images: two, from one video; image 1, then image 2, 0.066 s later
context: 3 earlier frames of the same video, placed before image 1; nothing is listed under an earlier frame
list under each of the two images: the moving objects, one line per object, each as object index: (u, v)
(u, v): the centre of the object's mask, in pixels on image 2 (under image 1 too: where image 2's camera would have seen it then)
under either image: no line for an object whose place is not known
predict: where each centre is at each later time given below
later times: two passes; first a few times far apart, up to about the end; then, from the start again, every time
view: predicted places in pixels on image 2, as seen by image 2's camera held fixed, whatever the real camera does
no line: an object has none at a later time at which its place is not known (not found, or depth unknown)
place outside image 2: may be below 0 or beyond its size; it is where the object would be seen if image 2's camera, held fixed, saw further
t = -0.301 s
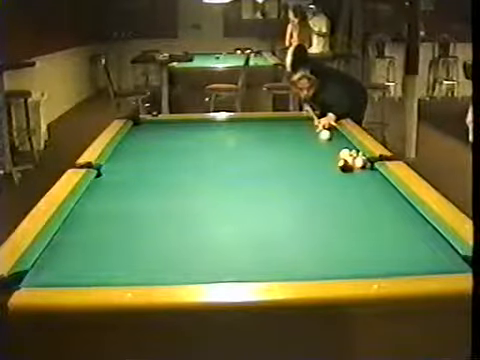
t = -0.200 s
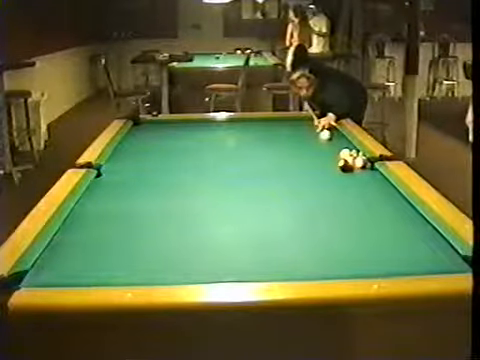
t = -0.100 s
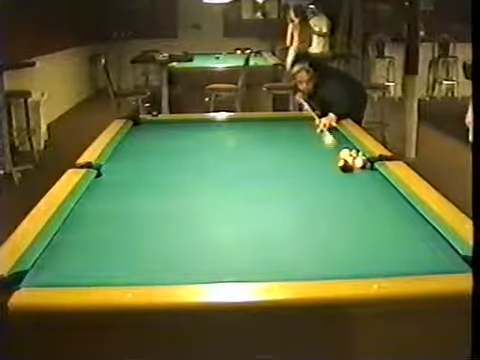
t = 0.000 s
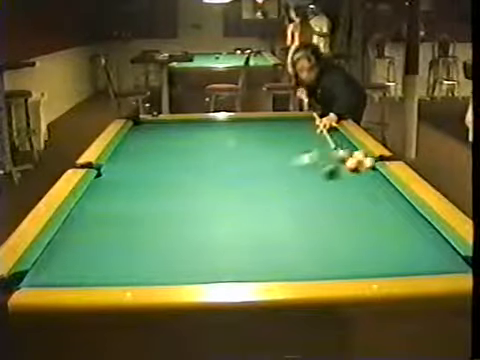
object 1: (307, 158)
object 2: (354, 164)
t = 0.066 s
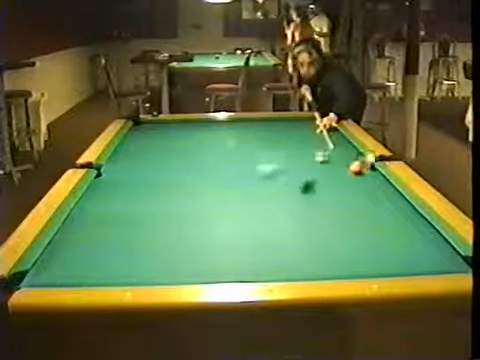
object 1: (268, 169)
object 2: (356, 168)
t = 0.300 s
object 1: (119, 210)
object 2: (370, 177)
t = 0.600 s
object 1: (143, 270)
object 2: (388, 191)
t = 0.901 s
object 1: (277, 240)
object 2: (402, 206)
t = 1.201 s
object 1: (372, 208)
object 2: (413, 222)
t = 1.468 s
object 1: (352, 188)
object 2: (425, 238)
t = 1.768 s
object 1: (290, 171)
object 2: (438, 257)
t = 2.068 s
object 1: (238, 157)
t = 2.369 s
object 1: (221, 142)
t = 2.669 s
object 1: (209, 130)
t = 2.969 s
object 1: (199, 121)
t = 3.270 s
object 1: (184, 125)
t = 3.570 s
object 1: (166, 131)
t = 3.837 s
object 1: (151, 136)
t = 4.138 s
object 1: (131, 143)
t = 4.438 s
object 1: (122, 149)
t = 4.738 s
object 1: (126, 155)
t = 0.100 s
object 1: (252, 171)
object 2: (358, 169)
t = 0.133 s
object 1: (232, 177)
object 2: (360, 171)
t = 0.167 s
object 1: (206, 186)
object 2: (361, 172)
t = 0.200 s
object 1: (190, 190)
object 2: (364, 173)
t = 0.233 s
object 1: (167, 194)
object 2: (366, 175)
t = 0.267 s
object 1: (141, 203)
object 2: (368, 176)
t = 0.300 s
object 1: (119, 210)
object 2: (370, 177)
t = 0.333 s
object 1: (95, 217)
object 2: (372, 179)
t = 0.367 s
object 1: (73, 225)
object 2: (374, 180)
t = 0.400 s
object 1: (76, 232)
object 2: (376, 182)
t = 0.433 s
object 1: (88, 239)
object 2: (378, 183)
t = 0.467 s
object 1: (99, 244)
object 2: (380, 185)
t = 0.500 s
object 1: (110, 250)
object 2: (382, 186)
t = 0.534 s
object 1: (121, 257)
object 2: (384, 188)
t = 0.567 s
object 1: (132, 265)
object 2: (387, 190)
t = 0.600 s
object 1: (143, 270)
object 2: (388, 191)
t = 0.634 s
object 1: (156, 275)
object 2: (391, 193)
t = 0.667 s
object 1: (170, 271)
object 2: (393, 195)
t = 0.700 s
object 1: (189, 267)
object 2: (395, 197)
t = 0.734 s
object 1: (204, 261)
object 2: (396, 198)
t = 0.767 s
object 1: (220, 258)
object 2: (397, 199)
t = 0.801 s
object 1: (234, 254)
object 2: (398, 201)
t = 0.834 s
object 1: (249, 248)
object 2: (400, 203)
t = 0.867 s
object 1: (262, 245)
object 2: (401, 204)
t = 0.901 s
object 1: (277, 240)
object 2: (402, 206)
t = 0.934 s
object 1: (289, 236)
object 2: (403, 208)
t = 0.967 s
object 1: (301, 232)
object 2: (404, 209)
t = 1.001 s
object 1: (312, 228)
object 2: (406, 211)
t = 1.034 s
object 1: (323, 224)
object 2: (407, 213)
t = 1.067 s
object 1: (334, 221)
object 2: (408, 214)
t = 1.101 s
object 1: (344, 219)
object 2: (409, 216)
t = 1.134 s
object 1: (353, 215)
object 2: (411, 218)
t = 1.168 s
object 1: (362, 212)
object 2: (412, 220)
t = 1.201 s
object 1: (372, 208)
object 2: (413, 222)
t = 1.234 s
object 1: (381, 205)
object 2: (415, 224)
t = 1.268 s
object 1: (391, 202)
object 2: (416, 226)
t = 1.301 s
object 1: (397, 199)
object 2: (417, 227)
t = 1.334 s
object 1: (387, 197)
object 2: (419, 230)
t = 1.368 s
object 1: (378, 194)
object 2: (421, 232)
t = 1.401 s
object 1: (369, 192)
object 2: (422, 234)
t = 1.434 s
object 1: (362, 190)
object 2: (423, 236)
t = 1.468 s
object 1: (352, 188)
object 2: (425, 238)
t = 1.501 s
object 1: (345, 185)
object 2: (426, 240)
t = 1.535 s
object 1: (338, 183)
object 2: (428, 242)
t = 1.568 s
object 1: (331, 182)
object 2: (429, 244)
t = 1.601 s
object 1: (323, 179)
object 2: (431, 246)
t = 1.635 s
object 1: (316, 178)
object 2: (432, 247)
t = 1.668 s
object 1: (309, 176)
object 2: (434, 251)
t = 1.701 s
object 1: (303, 174)
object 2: (436, 253)
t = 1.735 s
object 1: (296, 172)
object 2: (437, 255)
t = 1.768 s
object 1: (290, 171)
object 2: (438, 257)
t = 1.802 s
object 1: (284, 169)
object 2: (440, 259)
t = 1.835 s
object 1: (277, 167)
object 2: (441, 260)
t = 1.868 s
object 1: (272, 165)
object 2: (441, 262)
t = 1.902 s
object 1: (265, 164)
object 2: (443, 263)
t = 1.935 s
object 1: (260, 162)
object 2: (444, 264)
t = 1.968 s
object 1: (254, 161)
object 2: (448, 264)
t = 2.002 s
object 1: (249, 160)
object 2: (451, 264)
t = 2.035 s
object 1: (244, 158)
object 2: (455, 264)
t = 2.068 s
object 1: (238, 157)
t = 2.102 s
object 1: (233, 155)
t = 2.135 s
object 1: (231, 154)
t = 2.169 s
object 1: (230, 152)
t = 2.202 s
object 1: (229, 150)
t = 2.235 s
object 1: (228, 149)
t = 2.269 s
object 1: (226, 147)
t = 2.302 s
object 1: (225, 146)
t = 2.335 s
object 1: (222, 143)
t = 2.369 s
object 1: (221, 142)
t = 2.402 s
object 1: (219, 141)
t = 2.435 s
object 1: (218, 139)
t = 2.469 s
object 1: (217, 138)
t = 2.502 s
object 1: (216, 136)
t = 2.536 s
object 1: (214, 135)
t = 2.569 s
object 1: (213, 134)
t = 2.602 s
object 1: (212, 132)
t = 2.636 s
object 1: (211, 132)
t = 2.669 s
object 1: (209, 130)
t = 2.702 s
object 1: (209, 130)
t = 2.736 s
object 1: (208, 128)
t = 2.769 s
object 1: (205, 127)
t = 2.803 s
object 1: (204, 126)
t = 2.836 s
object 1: (203, 125)
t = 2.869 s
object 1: (202, 124)
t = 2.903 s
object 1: (201, 123)
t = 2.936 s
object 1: (200, 122)
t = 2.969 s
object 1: (199, 121)
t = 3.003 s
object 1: (198, 121)
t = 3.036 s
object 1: (196, 121)
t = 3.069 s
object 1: (194, 122)
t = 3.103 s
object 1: (192, 122)
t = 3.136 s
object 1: (190, 123)
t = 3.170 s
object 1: (189, 123)
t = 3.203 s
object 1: (187, 124)
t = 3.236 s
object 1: (186, 124)
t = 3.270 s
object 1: (184, 125)
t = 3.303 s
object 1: (181, 125)
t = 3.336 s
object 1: (179, 126)
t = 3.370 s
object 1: (178, 127)
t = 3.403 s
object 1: (176, 127)
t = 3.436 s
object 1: (174, 128)
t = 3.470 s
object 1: (172, 129)
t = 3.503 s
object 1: (170, 129)
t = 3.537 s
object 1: (168, 130)
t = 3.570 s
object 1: (166, 131)
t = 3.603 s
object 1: (164, 131)
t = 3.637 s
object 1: (162, 132)
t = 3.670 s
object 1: (160, 133)
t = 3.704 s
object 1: (158, 133)
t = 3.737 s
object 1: (156, 134)
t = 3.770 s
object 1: (154, 135)
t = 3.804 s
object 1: (152, 135)
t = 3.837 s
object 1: (151, 136)
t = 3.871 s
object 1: (148, 137)
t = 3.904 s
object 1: (146, 137)
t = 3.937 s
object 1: (144, 138)
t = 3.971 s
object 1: (142, 139)
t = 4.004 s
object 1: (140, 140)
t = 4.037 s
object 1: (138, 141)
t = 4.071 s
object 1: (135, 142)
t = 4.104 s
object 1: (133, 142)
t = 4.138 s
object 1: (131, 143)
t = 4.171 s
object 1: (129, 144)
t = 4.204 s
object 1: (127, 145)
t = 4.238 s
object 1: (125, 145)
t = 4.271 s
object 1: (123, 146)
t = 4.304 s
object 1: (121, 148)
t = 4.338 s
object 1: (121, 148)
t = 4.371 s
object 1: (121, 148)
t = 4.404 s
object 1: (122, 148)
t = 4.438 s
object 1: (122, 149)
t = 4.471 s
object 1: (122, 149)
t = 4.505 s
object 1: (123, 151)
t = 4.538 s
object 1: (123, 152)
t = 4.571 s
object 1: (124, 152)
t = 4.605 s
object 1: (125, 153)
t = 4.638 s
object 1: (125, 153)
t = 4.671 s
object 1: (125, 153)
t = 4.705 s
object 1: (126, 154)
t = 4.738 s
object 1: (126, 155)
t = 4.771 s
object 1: (126, 155)
